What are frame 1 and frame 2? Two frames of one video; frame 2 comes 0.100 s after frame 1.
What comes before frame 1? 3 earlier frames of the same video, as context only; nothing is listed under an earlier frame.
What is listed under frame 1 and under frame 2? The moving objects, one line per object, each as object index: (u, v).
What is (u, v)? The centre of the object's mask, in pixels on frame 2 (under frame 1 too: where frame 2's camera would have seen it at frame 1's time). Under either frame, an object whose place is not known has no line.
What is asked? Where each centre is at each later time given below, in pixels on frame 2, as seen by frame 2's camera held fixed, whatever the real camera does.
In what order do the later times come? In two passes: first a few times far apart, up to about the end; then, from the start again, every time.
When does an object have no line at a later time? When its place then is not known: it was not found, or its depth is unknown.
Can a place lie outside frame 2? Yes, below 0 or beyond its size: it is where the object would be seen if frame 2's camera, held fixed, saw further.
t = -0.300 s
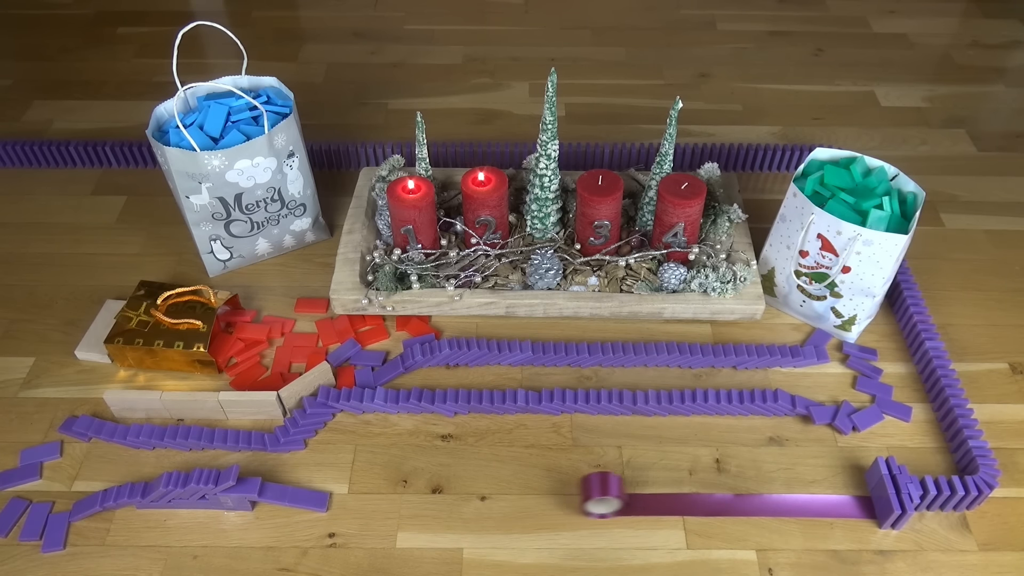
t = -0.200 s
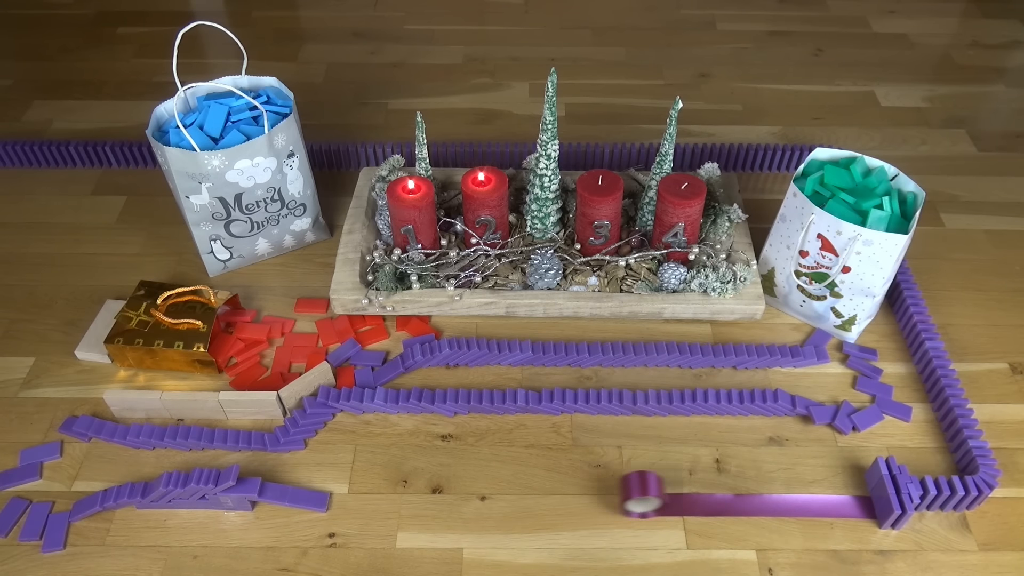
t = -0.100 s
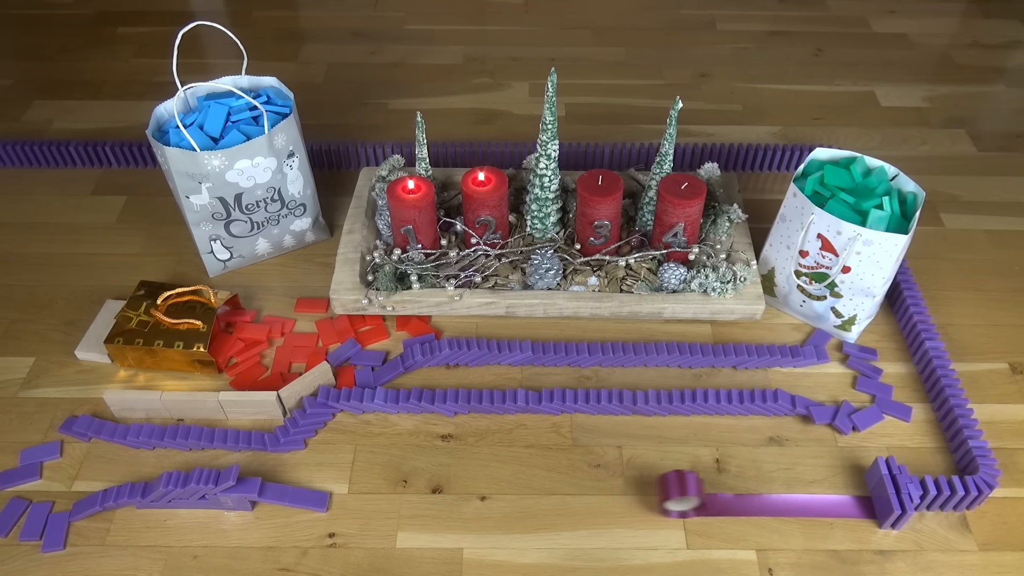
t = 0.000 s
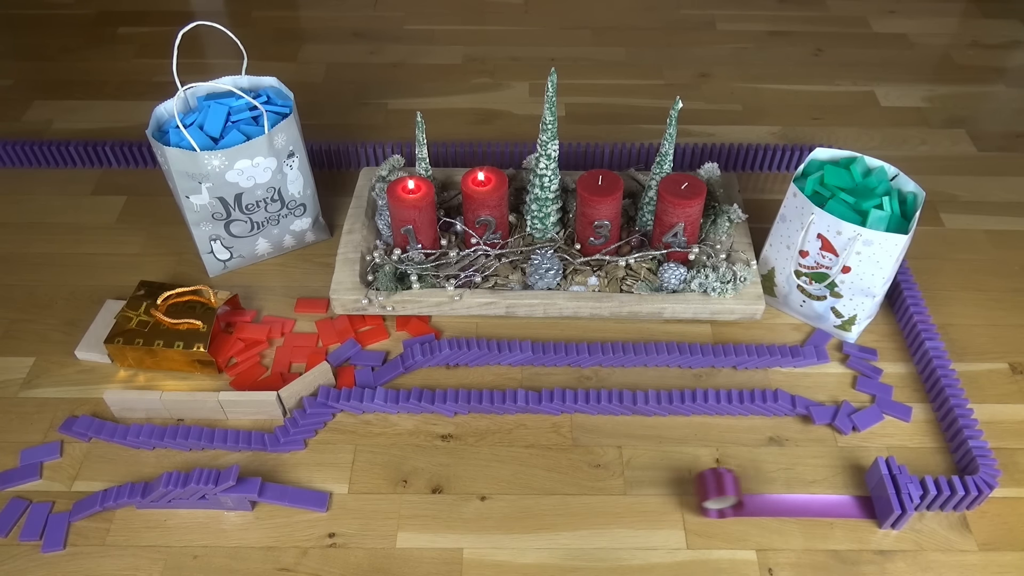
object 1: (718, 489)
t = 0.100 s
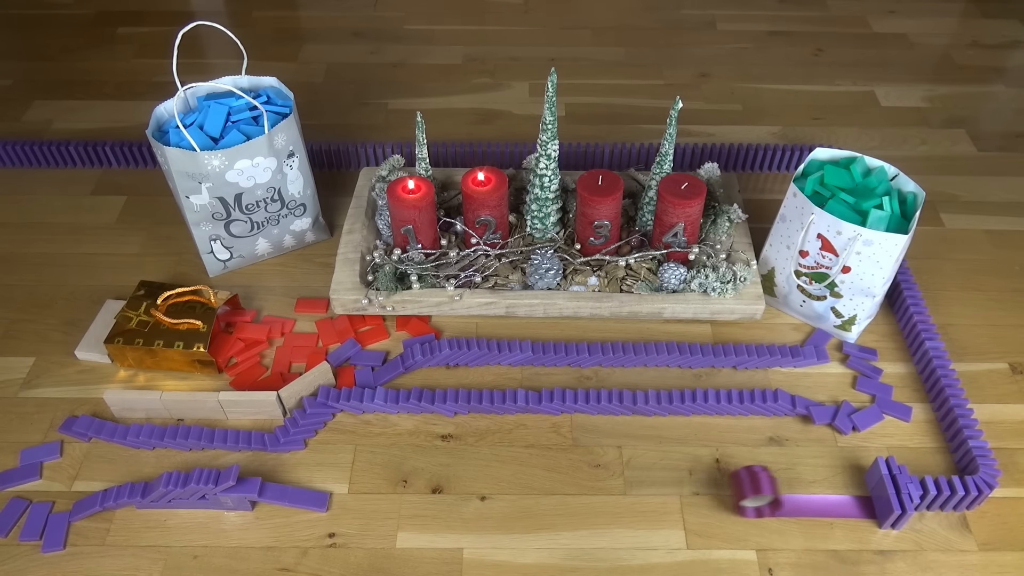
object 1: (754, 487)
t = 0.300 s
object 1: (823, 482)
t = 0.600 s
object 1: (864, 487)
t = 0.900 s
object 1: (863, 487)
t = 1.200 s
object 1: (863, 487)
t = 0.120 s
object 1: (761, 487)
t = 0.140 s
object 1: (768, 487)
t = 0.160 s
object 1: (775, 486)
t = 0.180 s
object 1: (782, 485)
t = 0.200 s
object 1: (789, 485)
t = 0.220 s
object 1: (796, 484)
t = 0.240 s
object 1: (803, 484)
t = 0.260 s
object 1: (809, 483)
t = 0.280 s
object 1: (816, 483)
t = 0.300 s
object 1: (823, 482)
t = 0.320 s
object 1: (830, 481)
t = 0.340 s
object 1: (836, 481)
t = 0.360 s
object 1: (843, 481)
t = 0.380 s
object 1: (849, 481)
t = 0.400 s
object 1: (855, 479)
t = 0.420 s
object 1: (859, 486)
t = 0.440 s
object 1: (861, 486)
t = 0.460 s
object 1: (863, 486)
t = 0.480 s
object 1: (863, 486)
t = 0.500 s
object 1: (864, 487)
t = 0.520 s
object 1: (864, 487)
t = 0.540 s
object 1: (864, 487)
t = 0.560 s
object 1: (864, 487)
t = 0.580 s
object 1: (864, 487)
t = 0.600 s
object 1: (864, 487)
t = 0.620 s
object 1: (864, 487)
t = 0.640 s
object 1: (864, 487)
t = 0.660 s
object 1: (864, 487)
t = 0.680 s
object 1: (864, 487)
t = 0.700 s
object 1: (864, 487)
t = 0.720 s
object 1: (864, 487)
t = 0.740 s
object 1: (864, 487)
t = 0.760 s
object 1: (864, 487)
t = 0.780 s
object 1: (864, 487)
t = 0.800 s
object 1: (864, 487)
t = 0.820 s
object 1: (864, 487)
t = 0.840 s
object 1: (864, 487)
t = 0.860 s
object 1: (864, 487)
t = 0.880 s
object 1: (863, 487)
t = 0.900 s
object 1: (863, 487)
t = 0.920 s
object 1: (863, 487)
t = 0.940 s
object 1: (863, 487)
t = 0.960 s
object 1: (863, 487)
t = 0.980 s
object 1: (863, 487)
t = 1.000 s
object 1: (863, 487)
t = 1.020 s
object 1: (863, 487)
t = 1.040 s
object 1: (863, 487)
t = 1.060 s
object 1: (863, 487)
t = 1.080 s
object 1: (863, 487)
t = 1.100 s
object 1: (863, 487)
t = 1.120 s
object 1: (863, 487)
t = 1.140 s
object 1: (863, 487)
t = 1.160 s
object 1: (863, 487)
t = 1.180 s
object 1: (863, 487)
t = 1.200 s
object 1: (863, 487)
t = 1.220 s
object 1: (863, 487)
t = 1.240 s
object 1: (862, 487)
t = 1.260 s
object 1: (862, 487)
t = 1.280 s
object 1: (862, 487)
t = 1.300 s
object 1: (862, 487)
